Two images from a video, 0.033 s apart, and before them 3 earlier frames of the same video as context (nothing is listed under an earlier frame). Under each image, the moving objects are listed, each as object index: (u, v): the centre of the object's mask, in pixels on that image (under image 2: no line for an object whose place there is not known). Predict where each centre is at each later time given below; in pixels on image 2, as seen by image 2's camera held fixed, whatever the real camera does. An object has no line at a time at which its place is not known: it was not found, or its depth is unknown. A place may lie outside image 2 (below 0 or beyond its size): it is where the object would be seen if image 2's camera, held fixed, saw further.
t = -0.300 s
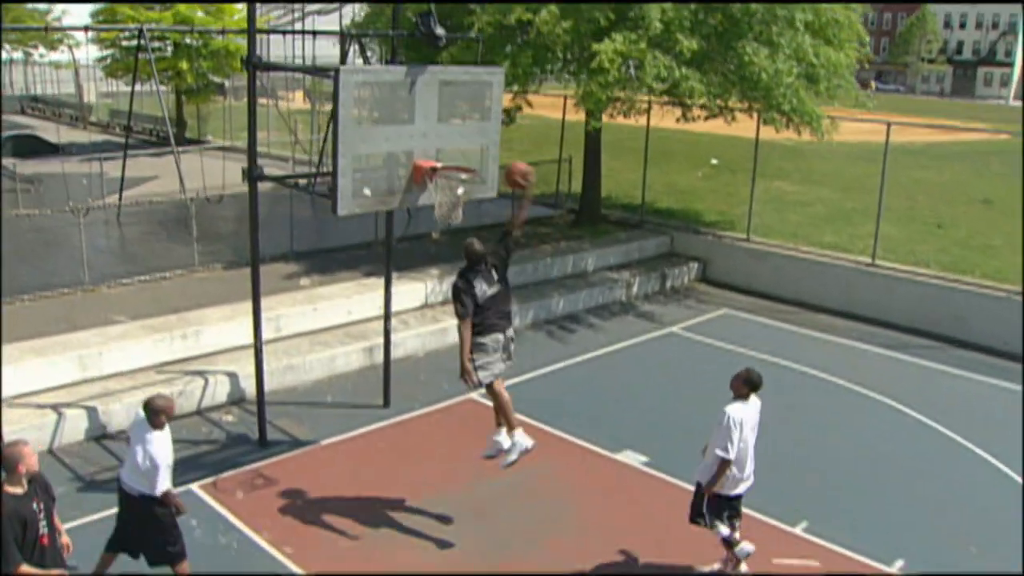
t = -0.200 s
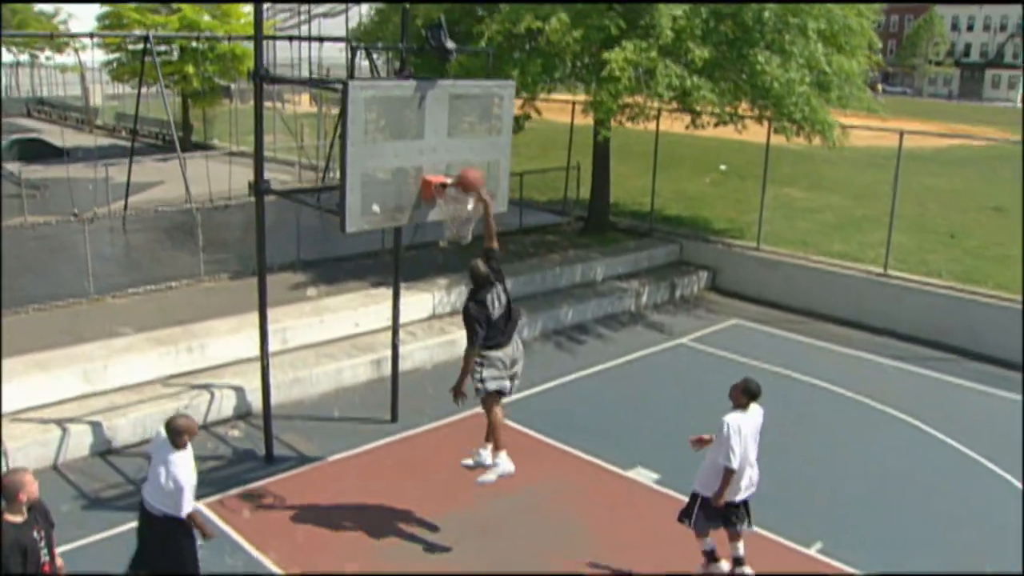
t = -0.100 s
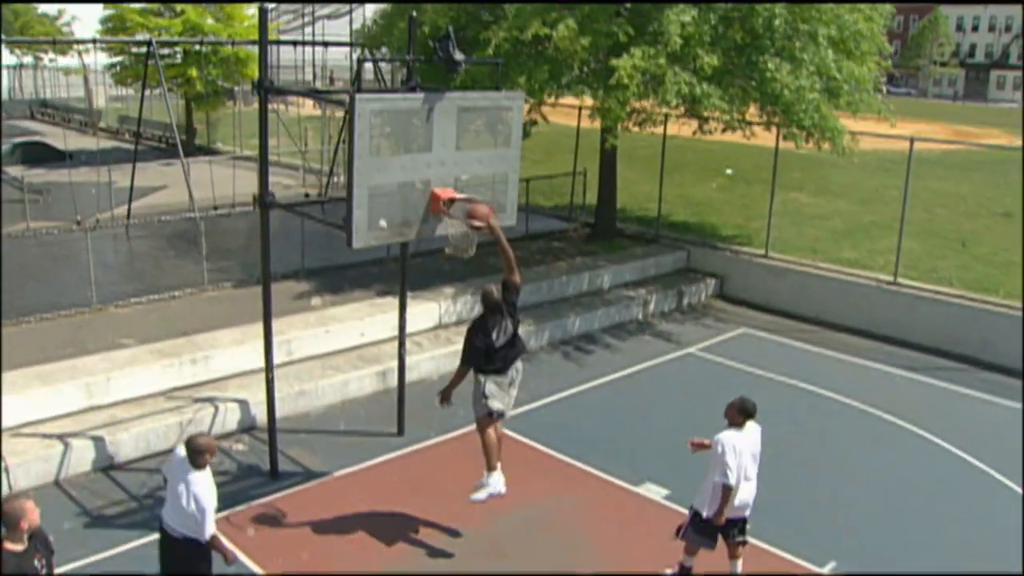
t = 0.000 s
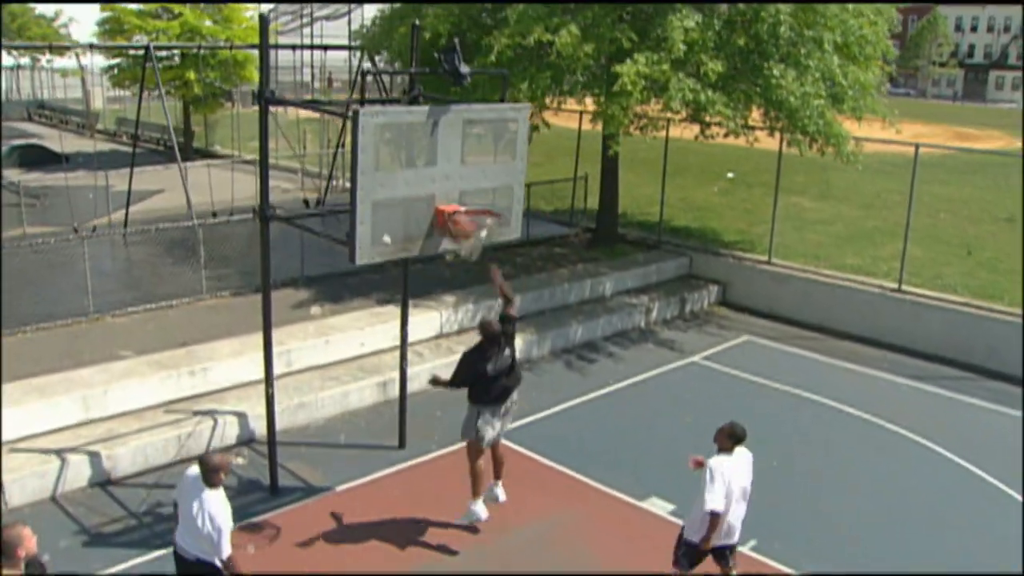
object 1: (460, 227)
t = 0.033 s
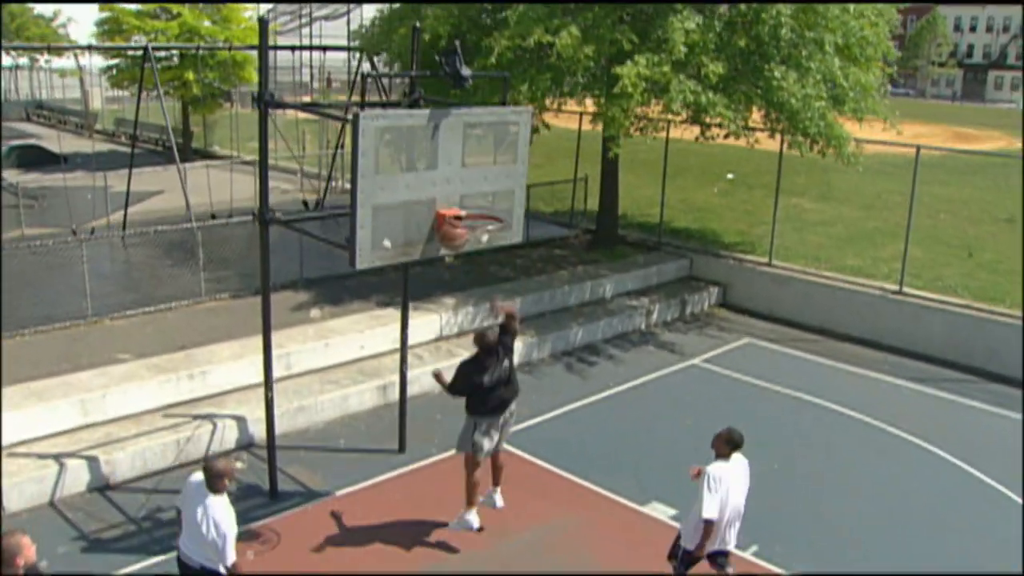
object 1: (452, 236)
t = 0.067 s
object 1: (451, 241)
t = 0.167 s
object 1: (459, 249)
